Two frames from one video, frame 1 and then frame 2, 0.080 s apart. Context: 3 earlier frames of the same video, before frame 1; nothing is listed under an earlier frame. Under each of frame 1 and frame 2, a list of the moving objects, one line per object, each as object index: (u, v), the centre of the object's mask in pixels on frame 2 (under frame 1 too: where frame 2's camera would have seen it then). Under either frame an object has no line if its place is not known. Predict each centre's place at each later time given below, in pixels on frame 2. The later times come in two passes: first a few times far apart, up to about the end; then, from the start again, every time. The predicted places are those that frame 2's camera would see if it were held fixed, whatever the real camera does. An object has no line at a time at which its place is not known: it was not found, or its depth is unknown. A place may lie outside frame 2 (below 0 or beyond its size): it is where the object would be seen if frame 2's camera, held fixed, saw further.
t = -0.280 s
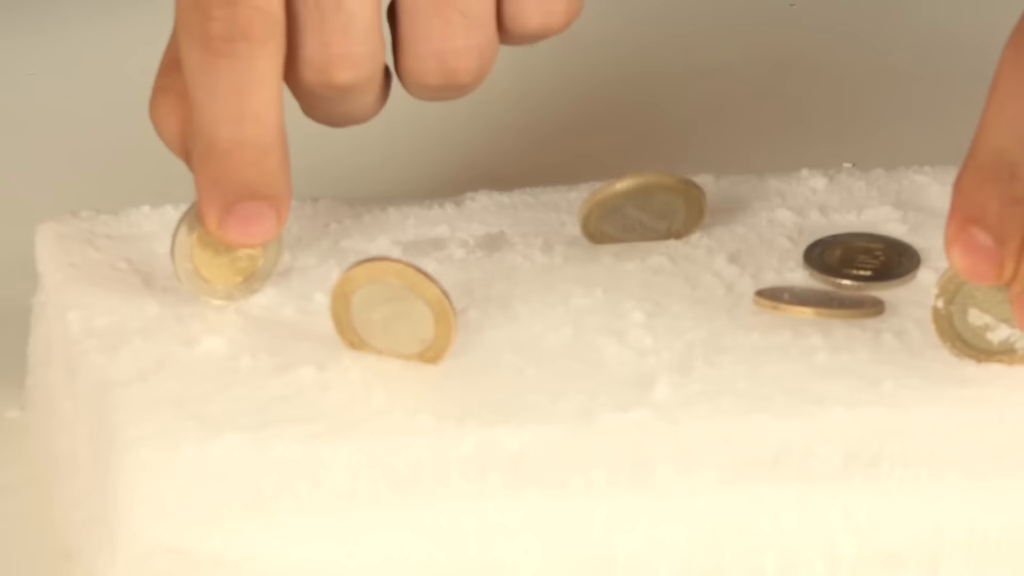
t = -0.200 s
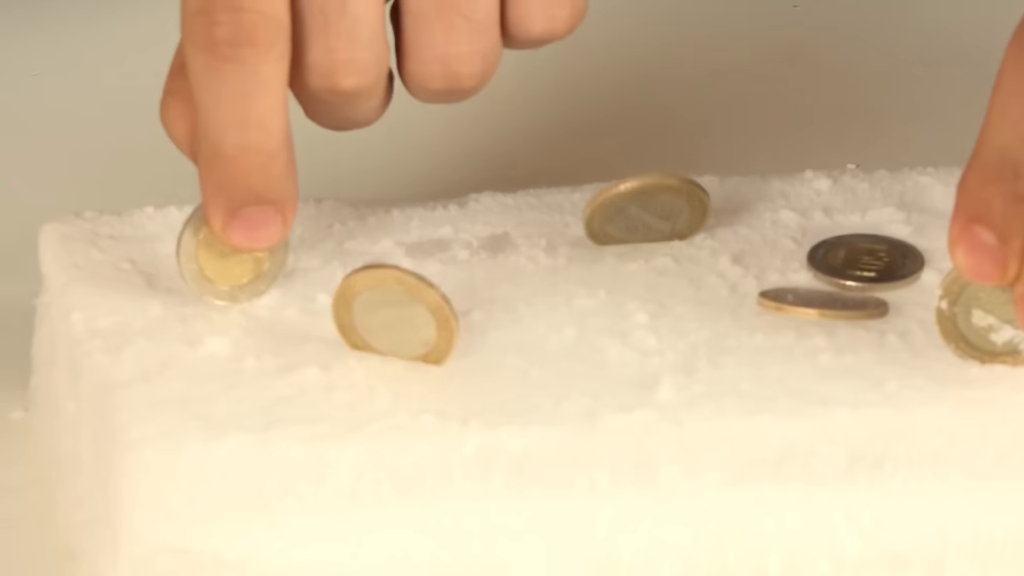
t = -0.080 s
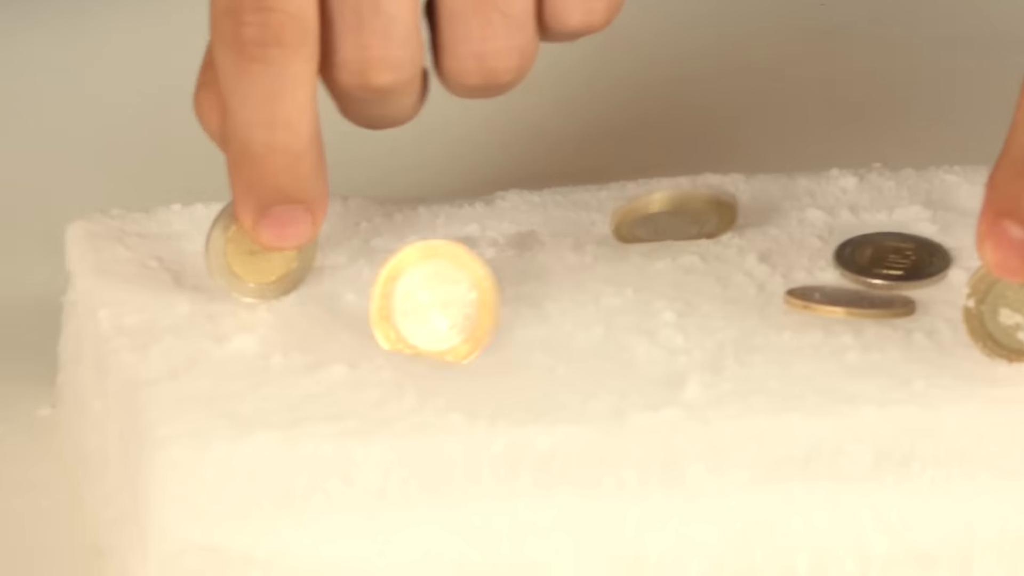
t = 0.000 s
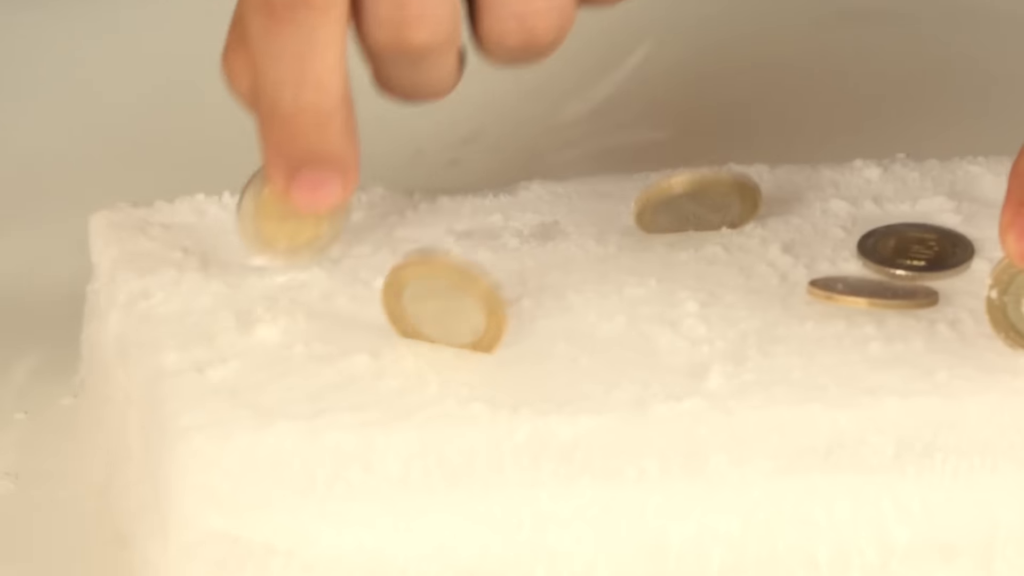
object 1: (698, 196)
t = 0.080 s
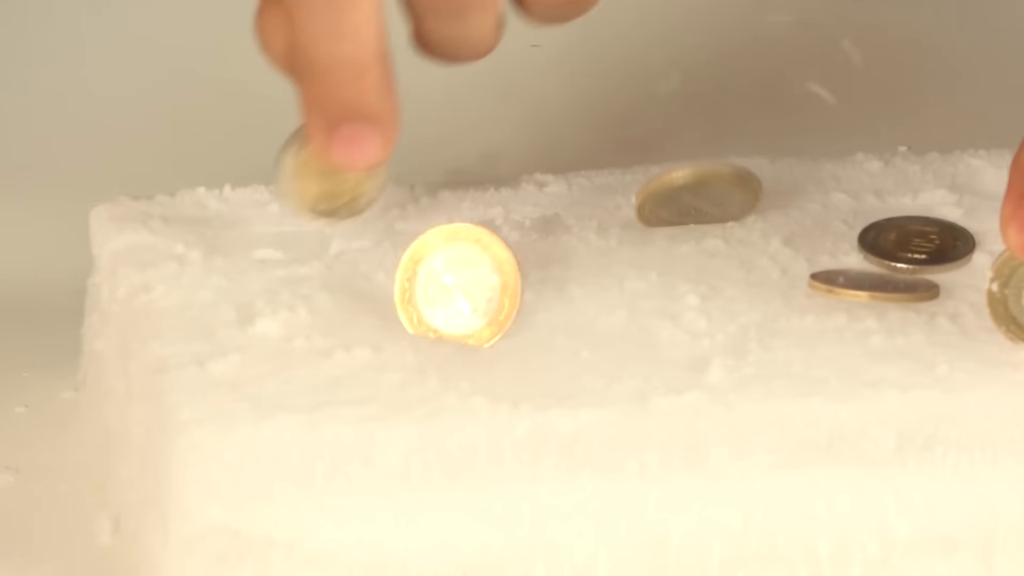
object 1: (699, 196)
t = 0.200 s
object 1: (699, 201)
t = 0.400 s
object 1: (699, 200)
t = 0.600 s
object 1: (700, 205)
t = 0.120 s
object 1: (699, 196)
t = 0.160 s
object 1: (698, 196)
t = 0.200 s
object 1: (699, 201)
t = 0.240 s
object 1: (698, 195)
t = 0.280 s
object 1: (699, 201)
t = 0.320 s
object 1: (699, 198)
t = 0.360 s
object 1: (699, 198)
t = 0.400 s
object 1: (699, 200)
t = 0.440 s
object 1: (699, 197)
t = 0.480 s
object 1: (699, 202)
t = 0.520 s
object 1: (699, 201)
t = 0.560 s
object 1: (700, 207)
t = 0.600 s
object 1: (700, 205)
